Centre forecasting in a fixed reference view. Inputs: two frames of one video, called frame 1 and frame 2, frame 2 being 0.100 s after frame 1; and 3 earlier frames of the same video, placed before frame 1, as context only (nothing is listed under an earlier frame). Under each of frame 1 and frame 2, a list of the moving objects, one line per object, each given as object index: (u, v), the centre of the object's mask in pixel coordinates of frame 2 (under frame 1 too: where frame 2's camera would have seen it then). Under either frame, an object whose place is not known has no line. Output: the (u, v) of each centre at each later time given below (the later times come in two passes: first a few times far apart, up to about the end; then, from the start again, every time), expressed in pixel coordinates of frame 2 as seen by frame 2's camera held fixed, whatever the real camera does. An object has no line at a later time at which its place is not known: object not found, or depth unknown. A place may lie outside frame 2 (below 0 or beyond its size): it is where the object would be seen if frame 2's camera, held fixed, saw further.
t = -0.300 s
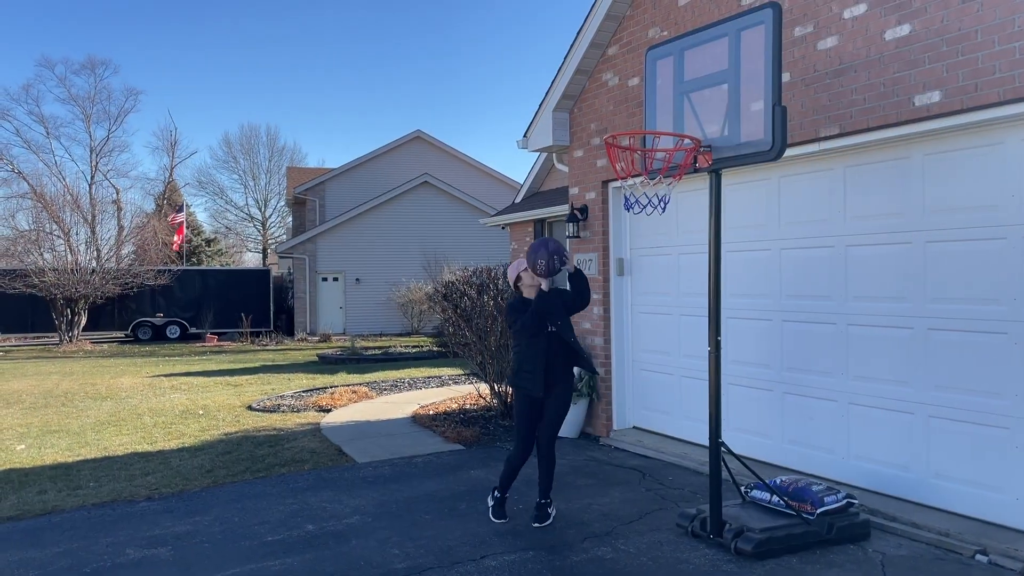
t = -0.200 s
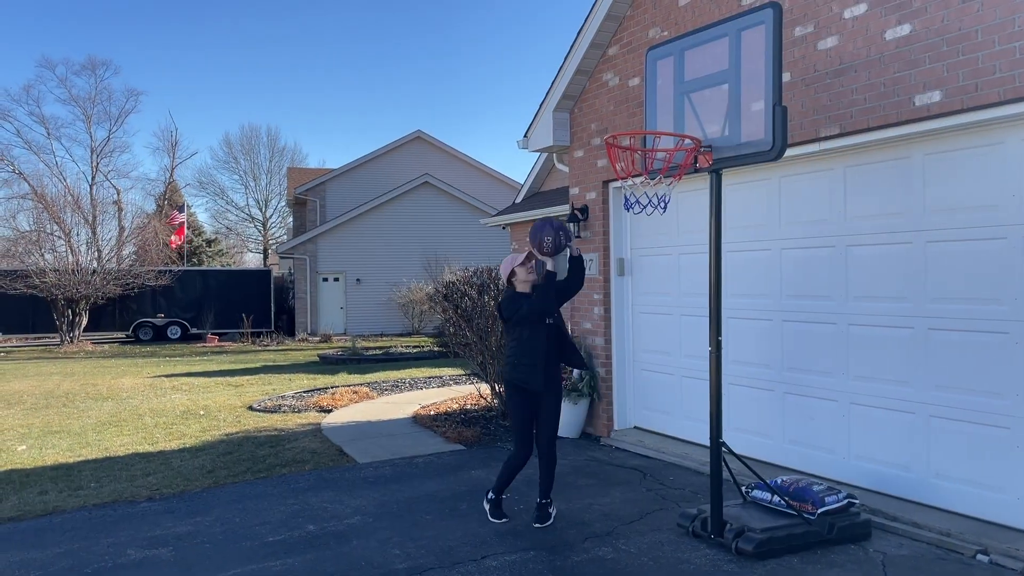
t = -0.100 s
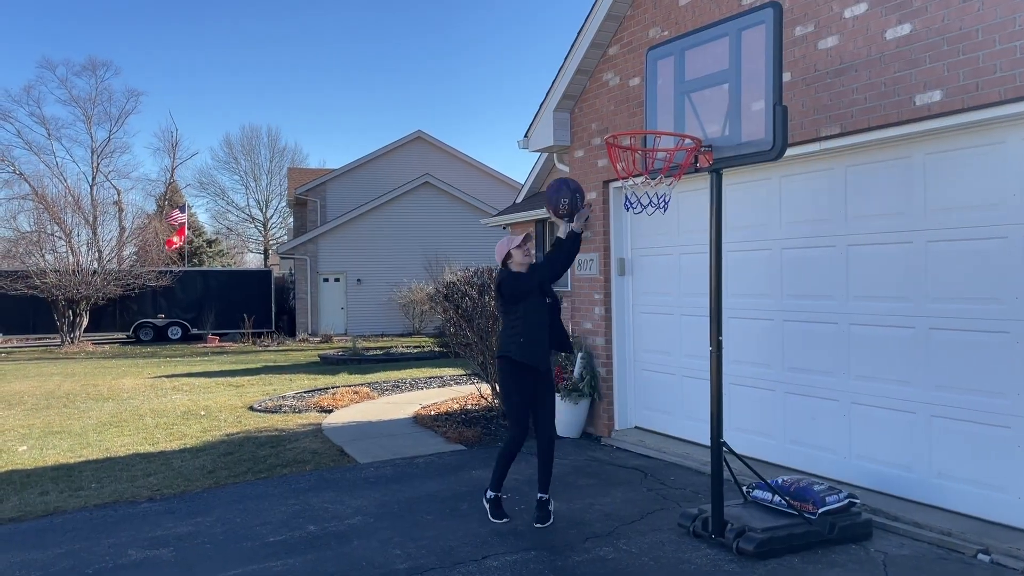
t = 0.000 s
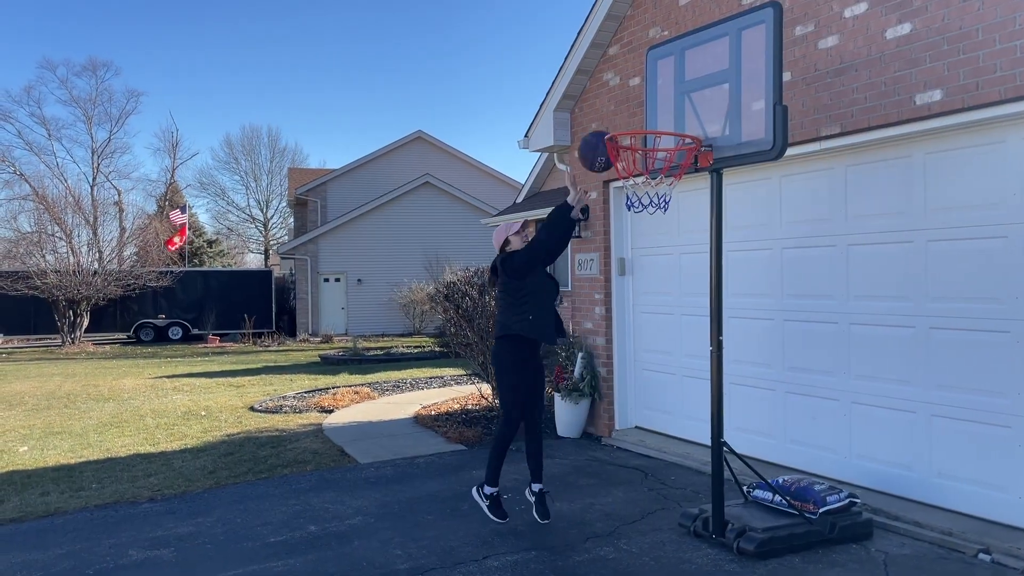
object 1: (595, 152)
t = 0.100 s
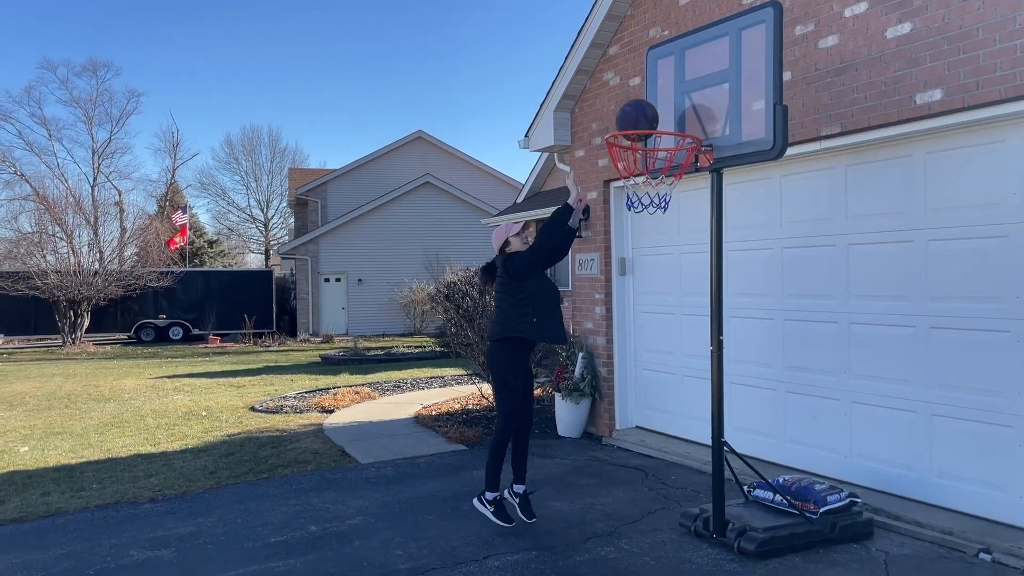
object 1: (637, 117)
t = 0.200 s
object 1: (667, 108)
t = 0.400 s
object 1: (673, 144)
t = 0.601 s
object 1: (641, 206)
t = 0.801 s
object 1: (602, 324)
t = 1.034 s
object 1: (558, 564)
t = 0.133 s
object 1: (650, 113)
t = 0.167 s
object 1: (664, 110)
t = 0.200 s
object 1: (667, 108)
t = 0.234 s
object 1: (668, 108)
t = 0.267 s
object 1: (669, 110)
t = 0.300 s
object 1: (670, 113)
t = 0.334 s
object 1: (671, 117)
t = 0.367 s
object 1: (672, 131)
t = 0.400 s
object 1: (673, 144)
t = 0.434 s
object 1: (670, 155)
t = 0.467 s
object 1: (665, 163)
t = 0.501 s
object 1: (659, 176)
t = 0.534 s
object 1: (654, 185)
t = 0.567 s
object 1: (646, 201)
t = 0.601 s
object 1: (641, 206)
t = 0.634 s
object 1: (634, 220)
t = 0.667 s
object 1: (628, 236)
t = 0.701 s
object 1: (621, 255)
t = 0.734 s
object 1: (615, 276)
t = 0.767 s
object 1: (608, 299)
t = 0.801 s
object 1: (602, 324)
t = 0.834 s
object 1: (596, 352)
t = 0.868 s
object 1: (590, 383)
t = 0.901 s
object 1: (583, 416)
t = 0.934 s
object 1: (577, 451)
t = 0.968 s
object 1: (572, 489)
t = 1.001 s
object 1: (565, 531)
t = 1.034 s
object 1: (558, 564)
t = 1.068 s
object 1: (552, 541)
